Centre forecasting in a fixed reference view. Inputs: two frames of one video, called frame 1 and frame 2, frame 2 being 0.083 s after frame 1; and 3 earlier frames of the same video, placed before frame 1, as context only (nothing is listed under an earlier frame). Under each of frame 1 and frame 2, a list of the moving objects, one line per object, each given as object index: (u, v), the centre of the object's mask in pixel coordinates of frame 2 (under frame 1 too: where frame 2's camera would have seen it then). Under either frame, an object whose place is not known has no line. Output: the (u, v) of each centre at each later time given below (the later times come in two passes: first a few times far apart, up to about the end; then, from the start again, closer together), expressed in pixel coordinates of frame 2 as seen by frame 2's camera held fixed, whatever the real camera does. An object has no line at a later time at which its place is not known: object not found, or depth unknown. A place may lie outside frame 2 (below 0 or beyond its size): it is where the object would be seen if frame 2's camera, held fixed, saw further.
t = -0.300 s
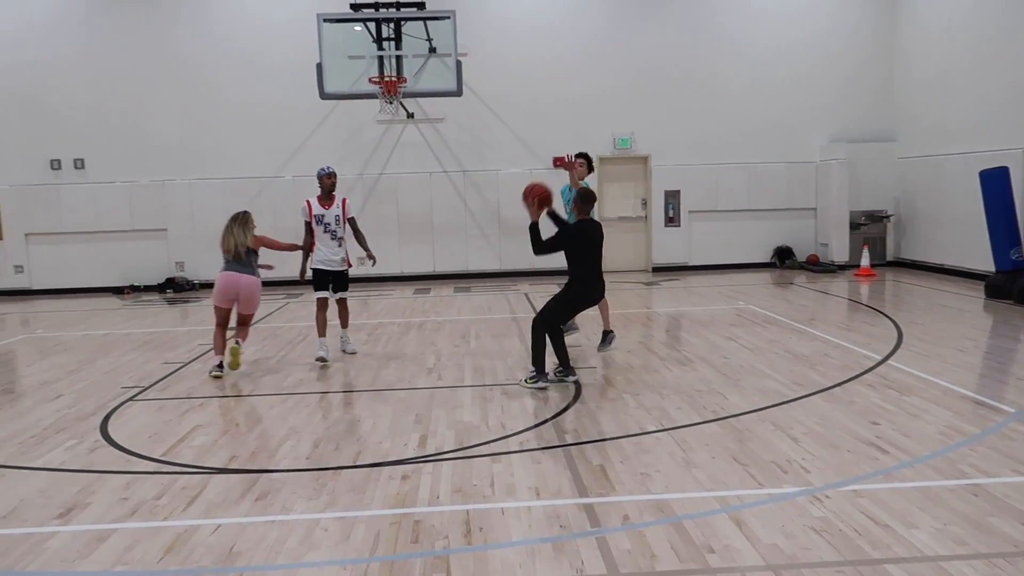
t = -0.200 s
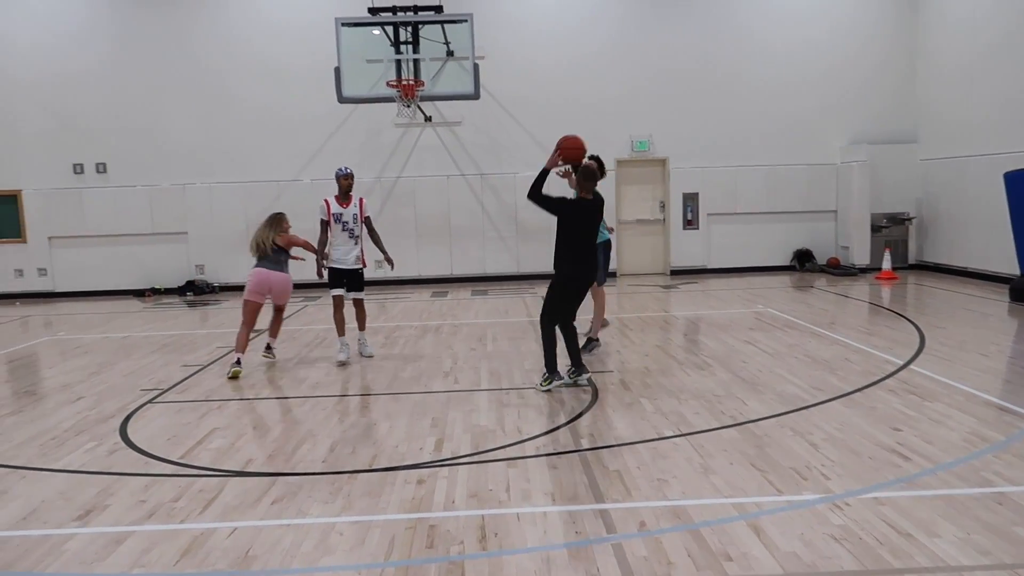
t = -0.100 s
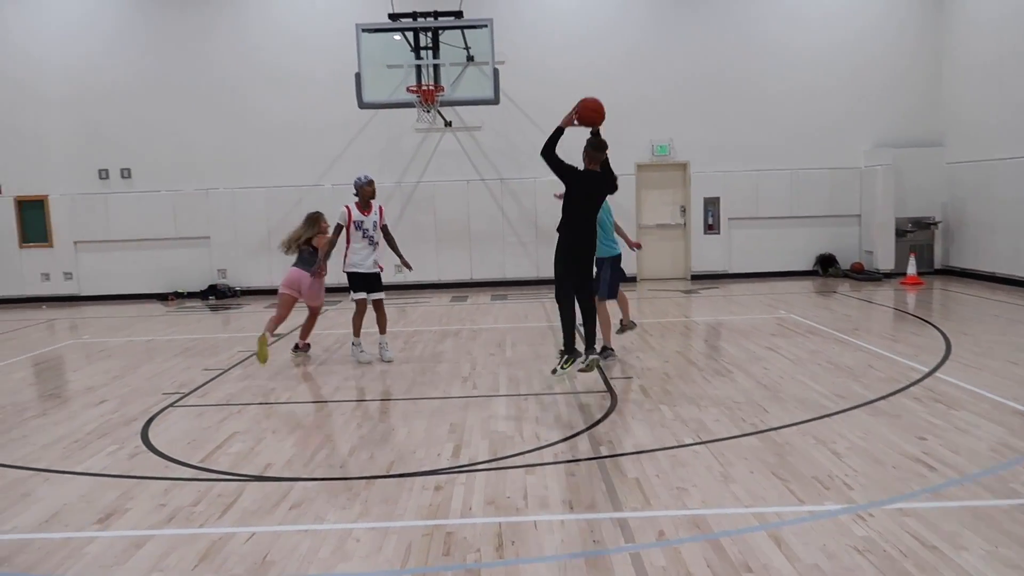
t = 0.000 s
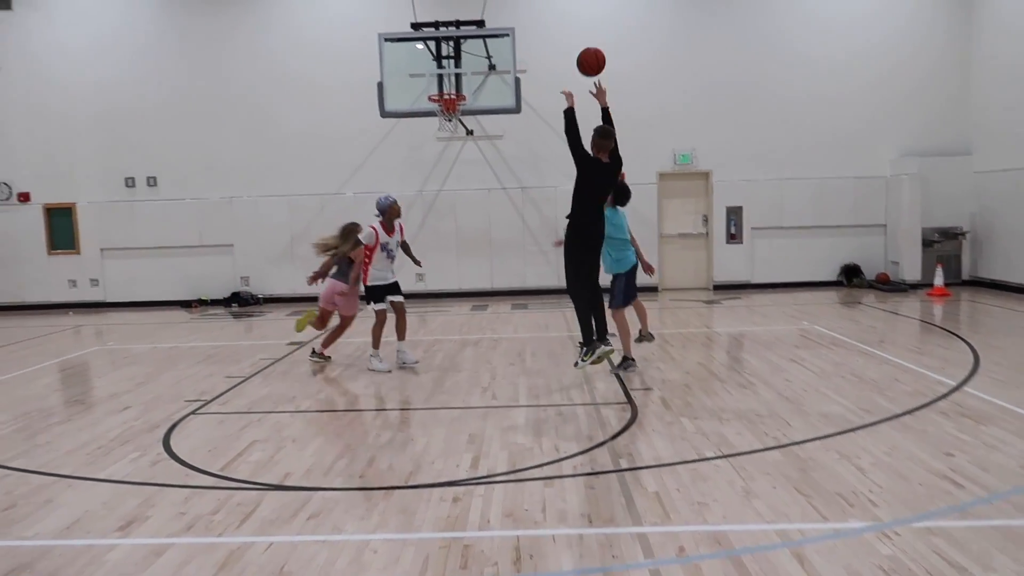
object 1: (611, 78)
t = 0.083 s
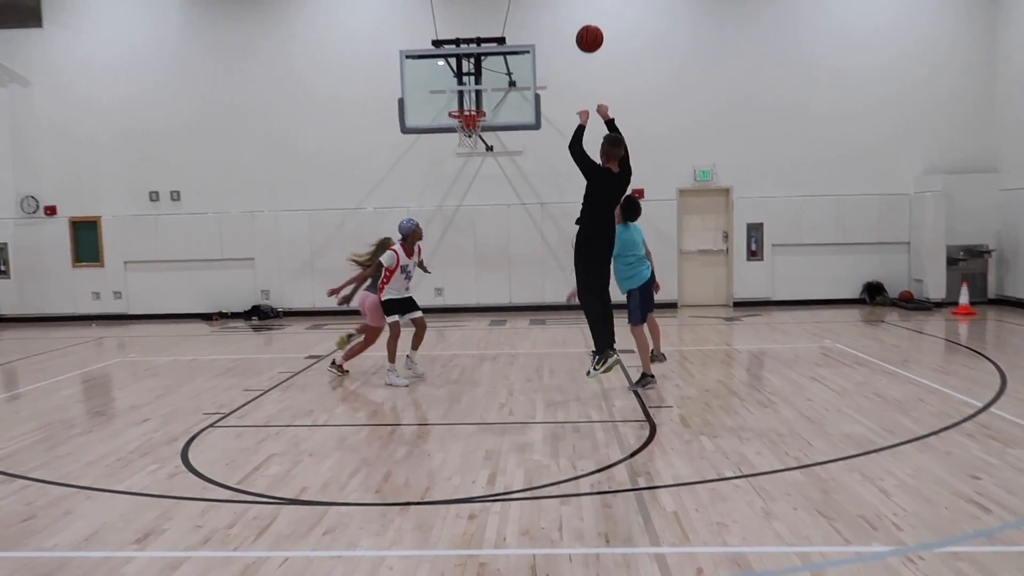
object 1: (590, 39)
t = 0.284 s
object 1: (546, -11)
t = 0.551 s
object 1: (506, -9)
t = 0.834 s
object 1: (477, 55)
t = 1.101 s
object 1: (468, 105)
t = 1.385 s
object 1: (520, 92)
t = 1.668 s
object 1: (572, 135)
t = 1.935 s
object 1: (617, 230)
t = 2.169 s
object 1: (654, 323)
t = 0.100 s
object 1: (585, 32)
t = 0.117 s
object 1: (582, 26)
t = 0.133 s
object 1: (577, 21)
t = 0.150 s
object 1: (574, 16)
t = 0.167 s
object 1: (570, 11)
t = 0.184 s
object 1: (566, 7)
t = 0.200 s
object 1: (563, 3)
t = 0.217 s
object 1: (559, -1)
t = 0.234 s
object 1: (556, -4)
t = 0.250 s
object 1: (553, -7)
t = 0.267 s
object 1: (550, -9)
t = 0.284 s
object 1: (546, -11)
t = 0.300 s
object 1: (543, -13)
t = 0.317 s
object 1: (541, -15)
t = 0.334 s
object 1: (537, -16)
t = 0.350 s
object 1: (535, -17)
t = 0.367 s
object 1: (532, -18)
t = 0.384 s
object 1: (529, -18)
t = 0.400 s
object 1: (527, -19)
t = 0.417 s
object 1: (524, -19)
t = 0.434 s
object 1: (522, -18)
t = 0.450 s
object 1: (519, -18)
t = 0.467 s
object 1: (517, -17)
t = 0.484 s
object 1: (514, -16)
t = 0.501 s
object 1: (512, -14)
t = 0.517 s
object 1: (510, -13)
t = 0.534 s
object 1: (508, -11)
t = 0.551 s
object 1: (506, -9)
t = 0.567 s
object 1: (504, -7)
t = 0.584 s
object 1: (502, -4)
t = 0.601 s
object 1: (500, -2)
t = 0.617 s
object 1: (498, 1)
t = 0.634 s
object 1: (496, 4)
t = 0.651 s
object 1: (495, 7)
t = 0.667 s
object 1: (493, 11)
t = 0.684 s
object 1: (491, 14)
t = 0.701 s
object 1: (490, 18)
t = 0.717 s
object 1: (488, 22)
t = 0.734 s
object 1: (487, 26)
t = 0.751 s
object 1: (485, 30)
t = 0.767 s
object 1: (483, 34)
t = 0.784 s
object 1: (482, 39)
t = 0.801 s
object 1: (480, 45)
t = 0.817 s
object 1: (478, 49)
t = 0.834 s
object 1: (477, 55)
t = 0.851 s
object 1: (475, 60)
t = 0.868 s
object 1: (474, 64)
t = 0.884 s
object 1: (472, 70)
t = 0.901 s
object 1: (470, 76)
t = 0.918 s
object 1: (469, 81)
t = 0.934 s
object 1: (468, 87)
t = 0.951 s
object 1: (466, 93)
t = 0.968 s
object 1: (465, 96)
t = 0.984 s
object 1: (464, 99)
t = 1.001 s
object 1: (463, 101)
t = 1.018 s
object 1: (462, 103)
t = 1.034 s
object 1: (461, 105)
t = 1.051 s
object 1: (461, 108)
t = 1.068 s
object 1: (462, 109)
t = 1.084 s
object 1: (464, 106)
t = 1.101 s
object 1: (468, 105)
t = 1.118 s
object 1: (471, 103)
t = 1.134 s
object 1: (474, 103)
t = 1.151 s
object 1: (478, 102)
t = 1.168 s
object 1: (481, 100)
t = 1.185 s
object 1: (484, 99)
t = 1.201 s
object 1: (487, 97)
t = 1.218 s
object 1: (490, 95)
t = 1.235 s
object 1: (493, 94)
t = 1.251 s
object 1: (496, 93)
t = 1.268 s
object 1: (499, 92)
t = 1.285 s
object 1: (502, 91)
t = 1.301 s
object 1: (505, 91)
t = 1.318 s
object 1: (508, 91)
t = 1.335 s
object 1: (511, 91)
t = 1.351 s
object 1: (514, 91)
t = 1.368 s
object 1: (517, 91)
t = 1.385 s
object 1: (520, 92)
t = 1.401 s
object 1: (523, 93)
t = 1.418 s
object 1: (526, 94)
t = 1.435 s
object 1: (529, 95)
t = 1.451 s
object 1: (532, 97)
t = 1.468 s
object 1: (535, 98)
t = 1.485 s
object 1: (538, 100)
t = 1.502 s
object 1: (541, 103)
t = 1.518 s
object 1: (544, 105)
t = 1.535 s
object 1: (548, 107)
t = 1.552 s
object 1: (552, 110)
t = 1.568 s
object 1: (554, 113)
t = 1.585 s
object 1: (557, 116)
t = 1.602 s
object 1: (560, 120)
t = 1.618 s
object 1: (563, 123)
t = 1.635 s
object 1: (566, 127)
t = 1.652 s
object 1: (569, 131)
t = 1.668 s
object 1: (572, 135)
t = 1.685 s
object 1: (575, 140)
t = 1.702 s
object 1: (578, 144)
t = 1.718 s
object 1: (581, 149)
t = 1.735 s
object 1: (584, 154)
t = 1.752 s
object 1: (587, 160)
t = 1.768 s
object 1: (590, 165)
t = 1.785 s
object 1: (593, 171)
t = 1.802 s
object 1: (596, 176)
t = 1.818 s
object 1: (599, 182)
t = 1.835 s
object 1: (602, 189)
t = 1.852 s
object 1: (605, 195)
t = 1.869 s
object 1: (607, 202)
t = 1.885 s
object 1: (610, 209)
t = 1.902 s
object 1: (613, 216)
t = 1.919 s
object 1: (615, 223)
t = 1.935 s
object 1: (617, 230)
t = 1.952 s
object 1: (620, 238)
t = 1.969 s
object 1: (622, 246)
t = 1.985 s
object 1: (625, 254)
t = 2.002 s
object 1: (628, 262)
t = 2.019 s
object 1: (630, 270)
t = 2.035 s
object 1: (633, 278)
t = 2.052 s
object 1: (636, 287)
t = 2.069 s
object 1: (639, 296)
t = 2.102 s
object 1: (645, 314)
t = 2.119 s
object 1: (647, 323)
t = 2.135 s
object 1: (650, 333)
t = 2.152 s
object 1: (652, 330)
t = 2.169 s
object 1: (654, 323)
